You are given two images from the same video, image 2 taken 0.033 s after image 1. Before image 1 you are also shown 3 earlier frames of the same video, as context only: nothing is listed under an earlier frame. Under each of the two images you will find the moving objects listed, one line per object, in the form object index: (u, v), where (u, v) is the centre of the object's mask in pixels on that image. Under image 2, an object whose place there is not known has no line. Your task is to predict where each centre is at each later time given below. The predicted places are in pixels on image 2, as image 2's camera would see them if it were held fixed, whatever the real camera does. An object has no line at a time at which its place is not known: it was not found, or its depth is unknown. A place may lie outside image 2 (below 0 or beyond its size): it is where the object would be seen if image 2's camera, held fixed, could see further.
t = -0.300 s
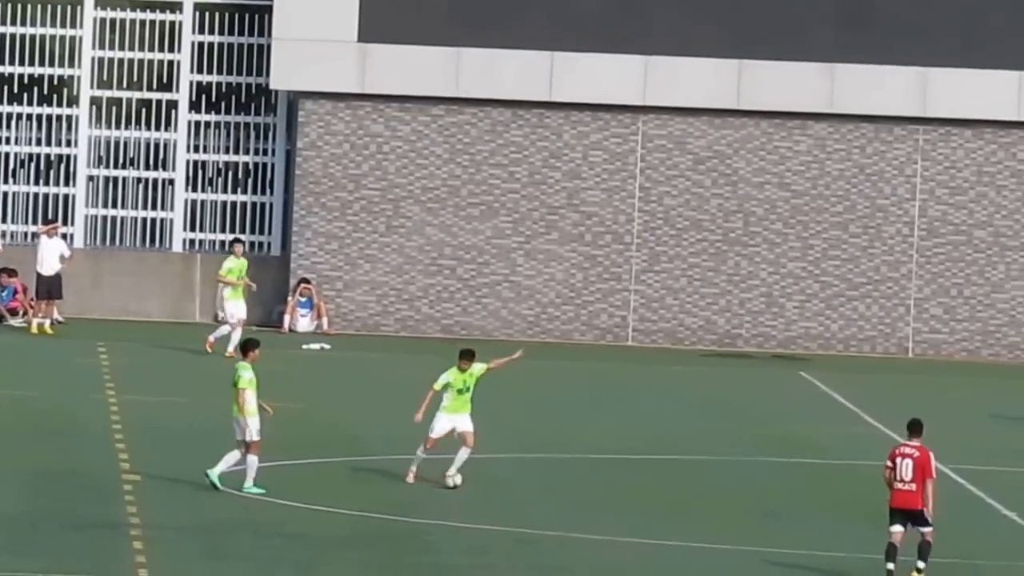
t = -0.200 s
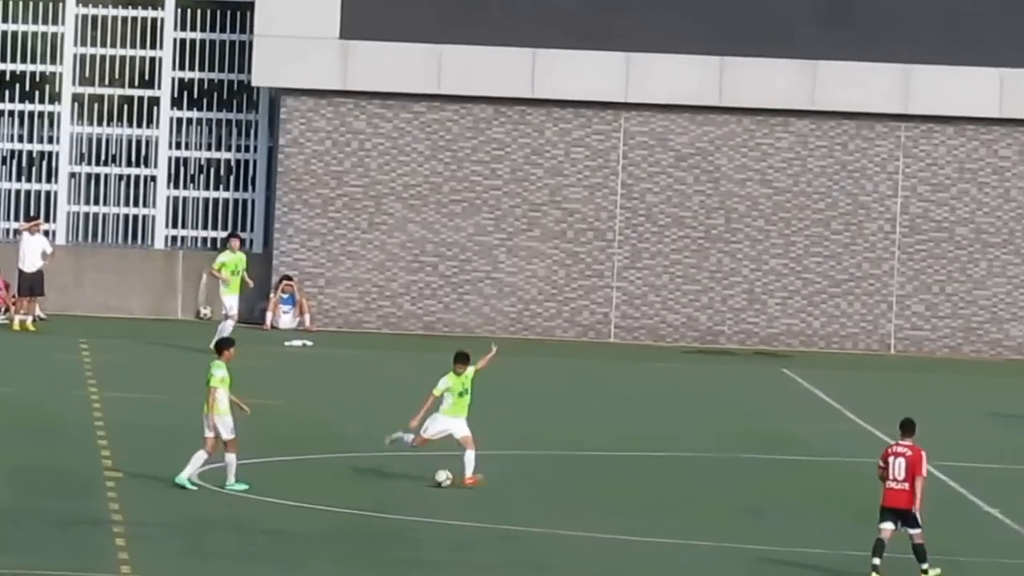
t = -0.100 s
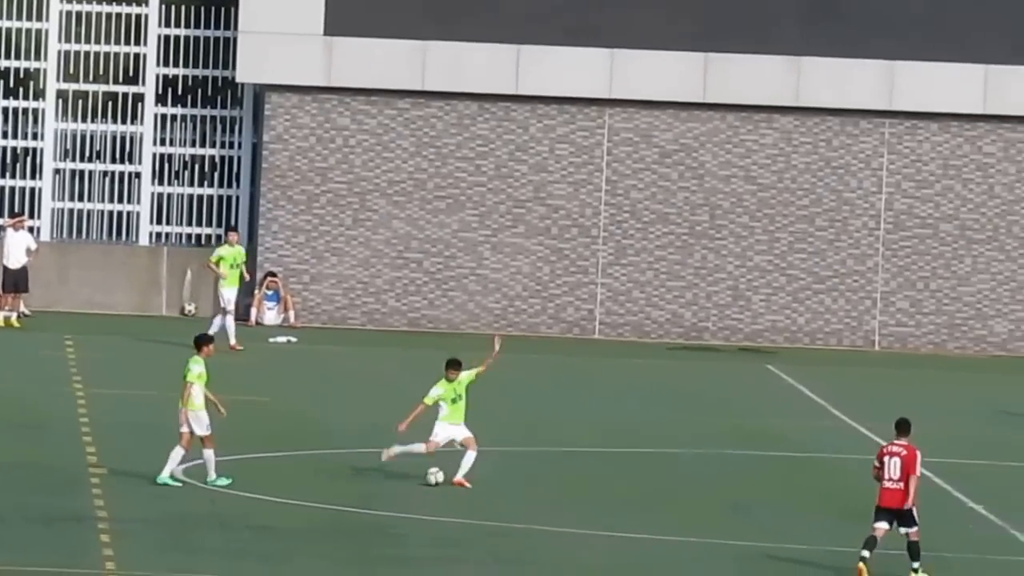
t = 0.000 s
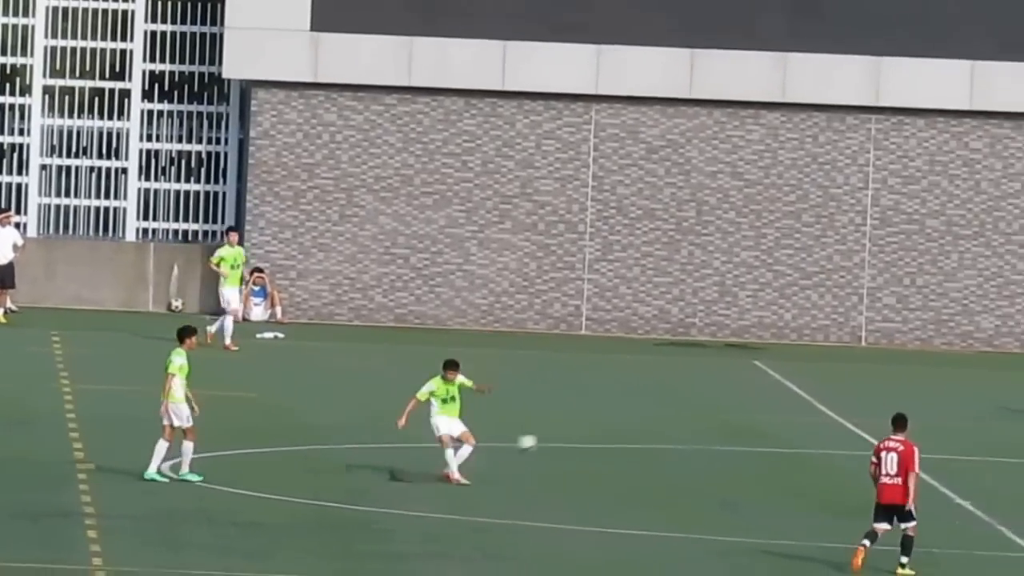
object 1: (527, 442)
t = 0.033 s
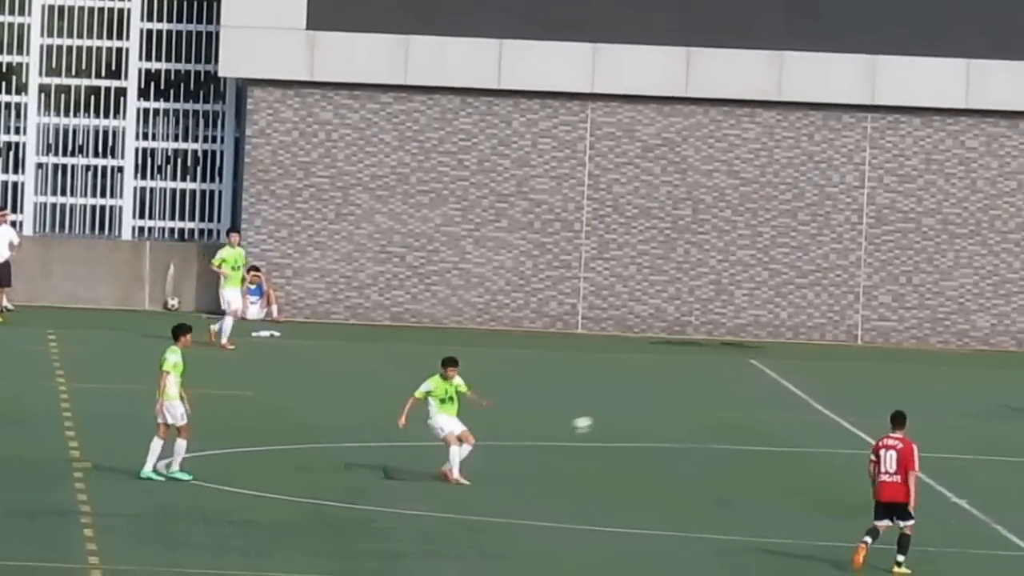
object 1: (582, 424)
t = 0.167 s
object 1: (817, 363)
